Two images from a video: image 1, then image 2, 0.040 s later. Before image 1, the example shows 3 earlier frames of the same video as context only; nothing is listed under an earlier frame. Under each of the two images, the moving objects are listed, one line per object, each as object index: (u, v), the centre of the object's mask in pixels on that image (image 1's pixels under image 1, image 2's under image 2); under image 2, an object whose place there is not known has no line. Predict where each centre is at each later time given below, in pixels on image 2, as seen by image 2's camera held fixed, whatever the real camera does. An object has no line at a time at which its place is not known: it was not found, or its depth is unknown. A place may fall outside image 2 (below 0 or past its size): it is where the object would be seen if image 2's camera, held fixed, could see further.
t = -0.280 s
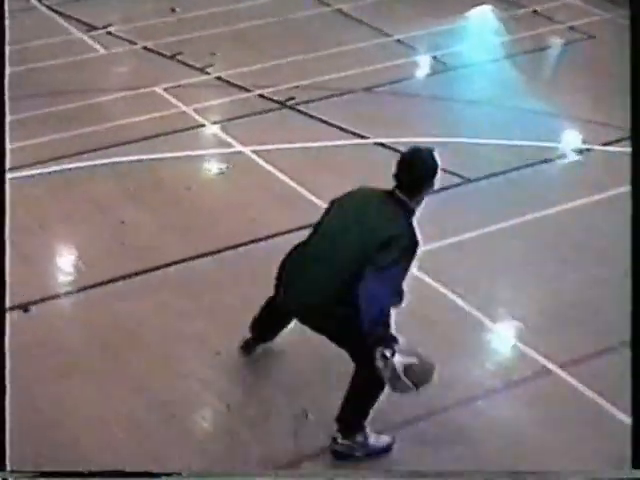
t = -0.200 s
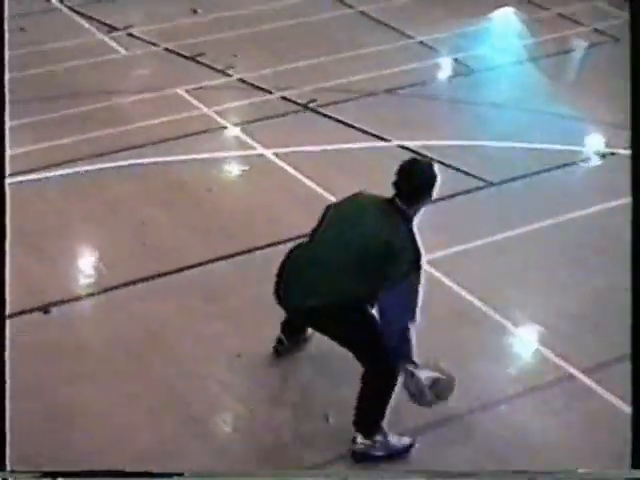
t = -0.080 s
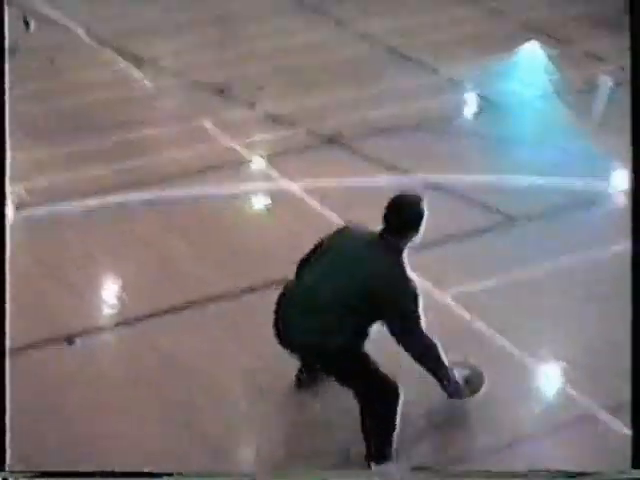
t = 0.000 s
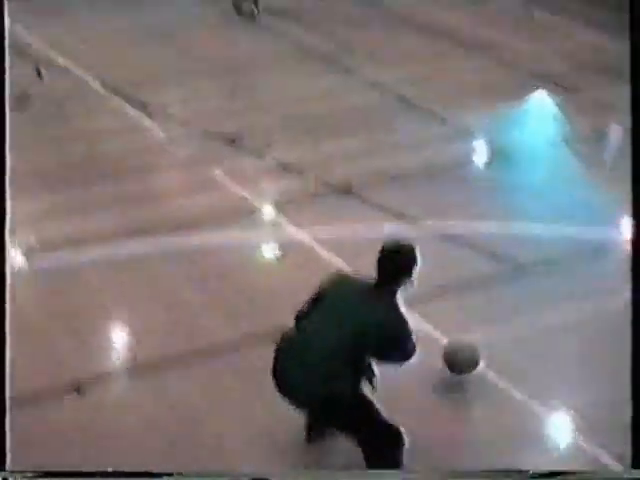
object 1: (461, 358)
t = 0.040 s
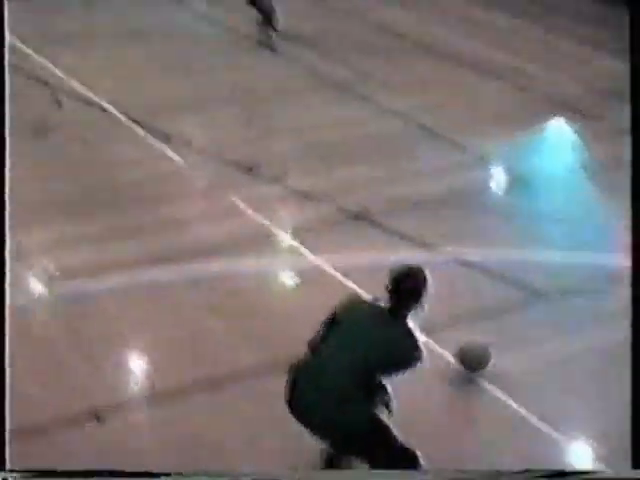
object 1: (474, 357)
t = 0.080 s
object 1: (467, 333)
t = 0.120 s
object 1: (466, 298)
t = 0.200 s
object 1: (460, 254)
